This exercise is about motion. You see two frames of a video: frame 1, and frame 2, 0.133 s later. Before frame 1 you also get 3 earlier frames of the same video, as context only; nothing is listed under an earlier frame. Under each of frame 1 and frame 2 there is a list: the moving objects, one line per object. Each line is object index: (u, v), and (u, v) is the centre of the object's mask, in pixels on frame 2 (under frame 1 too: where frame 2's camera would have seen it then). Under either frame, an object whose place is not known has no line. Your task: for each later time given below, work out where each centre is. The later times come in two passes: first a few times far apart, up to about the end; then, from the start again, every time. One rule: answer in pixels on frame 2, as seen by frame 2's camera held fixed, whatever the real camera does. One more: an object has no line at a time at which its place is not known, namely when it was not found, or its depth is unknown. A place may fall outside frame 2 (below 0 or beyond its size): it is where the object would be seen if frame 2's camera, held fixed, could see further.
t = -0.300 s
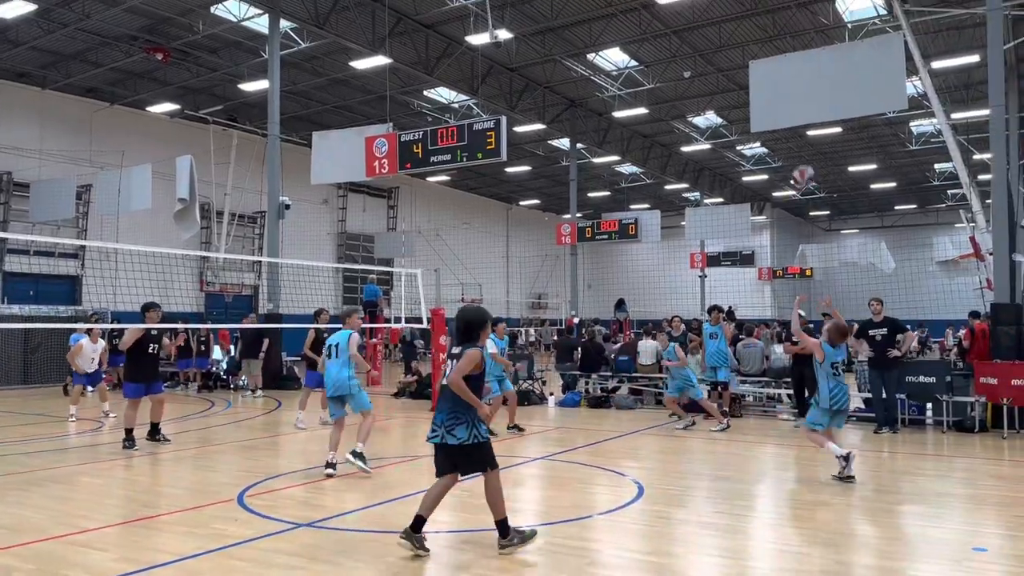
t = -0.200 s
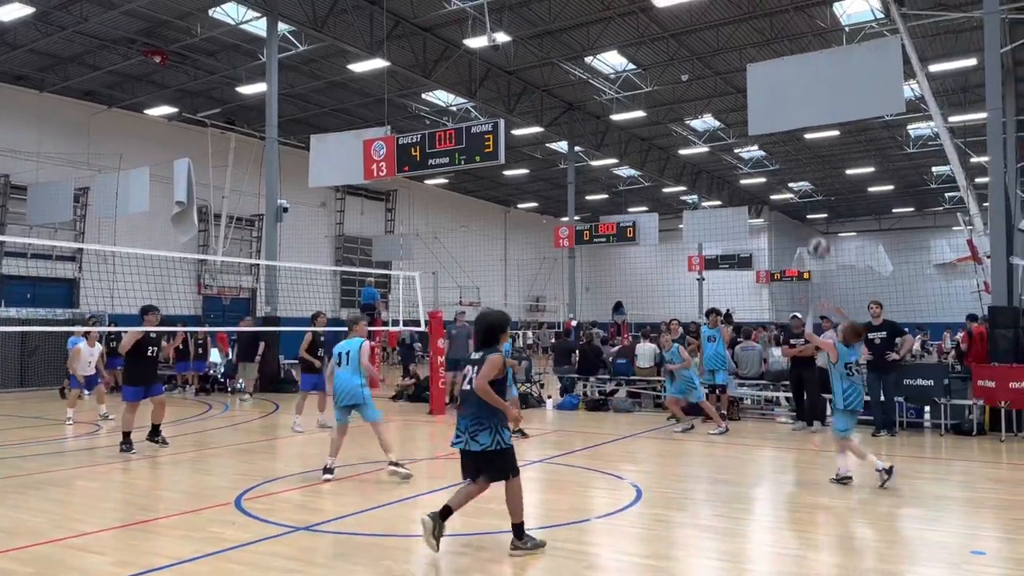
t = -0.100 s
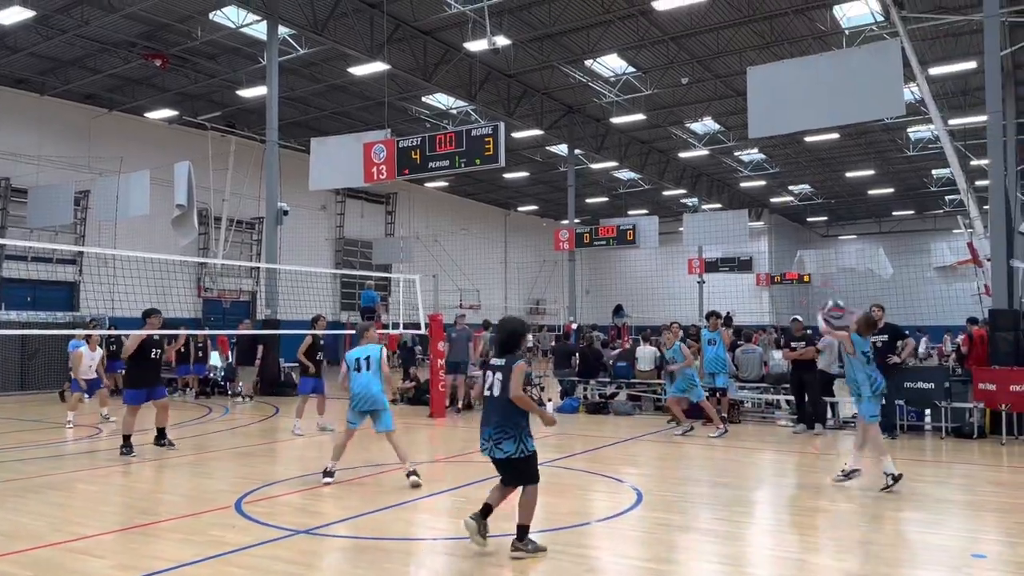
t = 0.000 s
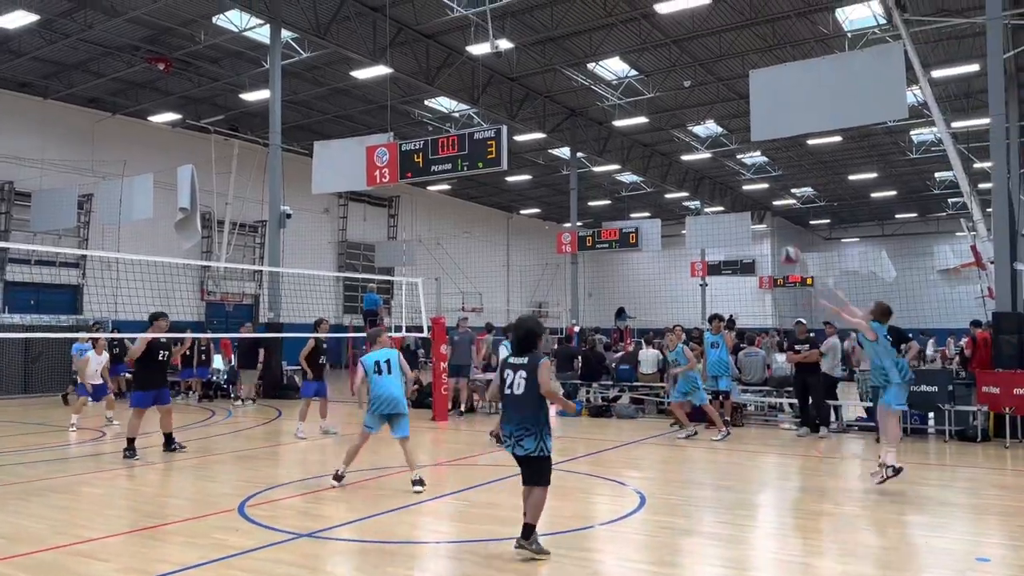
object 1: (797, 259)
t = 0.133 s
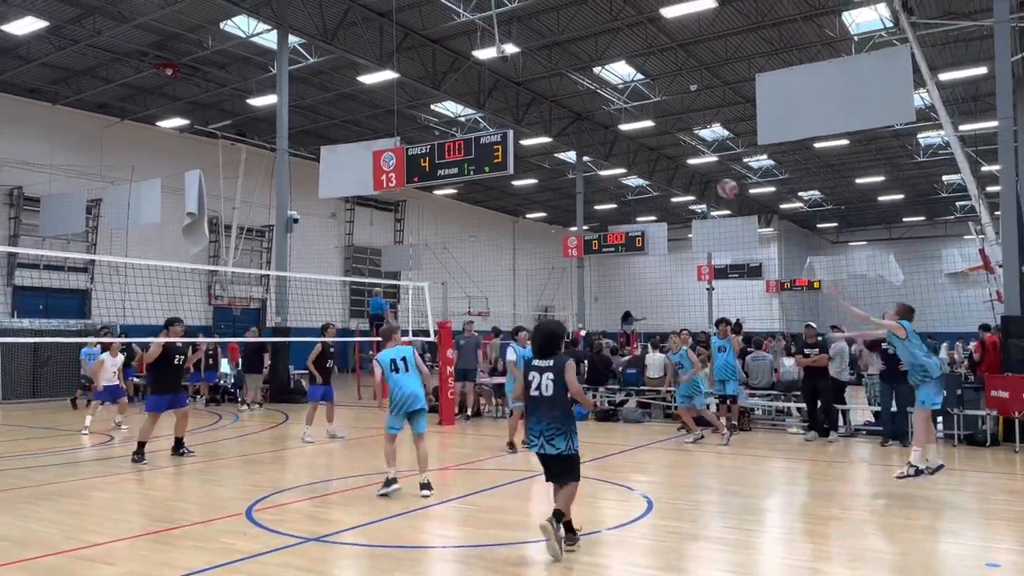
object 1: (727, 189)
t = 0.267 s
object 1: (666, 141)
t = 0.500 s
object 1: (576, 105)
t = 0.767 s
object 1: (490, 120)
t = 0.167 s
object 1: (711, 175)
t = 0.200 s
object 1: (694, 162)
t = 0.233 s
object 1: (680, 151)
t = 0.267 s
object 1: (666, 141)
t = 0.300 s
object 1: (652, 134)
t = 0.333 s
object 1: (639, 126)
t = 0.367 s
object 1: (625, 119)
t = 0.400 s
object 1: (612, 115)
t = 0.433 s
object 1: (599, 110)
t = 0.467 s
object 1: (587, 107)
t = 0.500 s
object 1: (576, 105)
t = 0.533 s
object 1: (564, 104)
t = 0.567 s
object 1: (553, 103)
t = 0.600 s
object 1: (541, 104)
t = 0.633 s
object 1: (531, 105)
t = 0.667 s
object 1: (519, 108)
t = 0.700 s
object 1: (508, 111)
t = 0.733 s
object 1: (497, 116)
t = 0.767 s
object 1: (490, 120)
